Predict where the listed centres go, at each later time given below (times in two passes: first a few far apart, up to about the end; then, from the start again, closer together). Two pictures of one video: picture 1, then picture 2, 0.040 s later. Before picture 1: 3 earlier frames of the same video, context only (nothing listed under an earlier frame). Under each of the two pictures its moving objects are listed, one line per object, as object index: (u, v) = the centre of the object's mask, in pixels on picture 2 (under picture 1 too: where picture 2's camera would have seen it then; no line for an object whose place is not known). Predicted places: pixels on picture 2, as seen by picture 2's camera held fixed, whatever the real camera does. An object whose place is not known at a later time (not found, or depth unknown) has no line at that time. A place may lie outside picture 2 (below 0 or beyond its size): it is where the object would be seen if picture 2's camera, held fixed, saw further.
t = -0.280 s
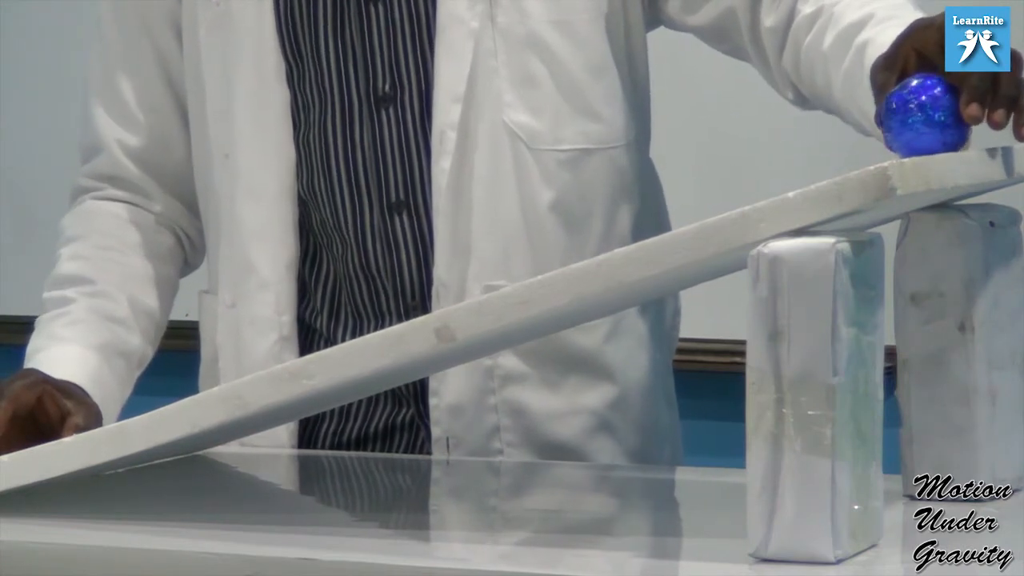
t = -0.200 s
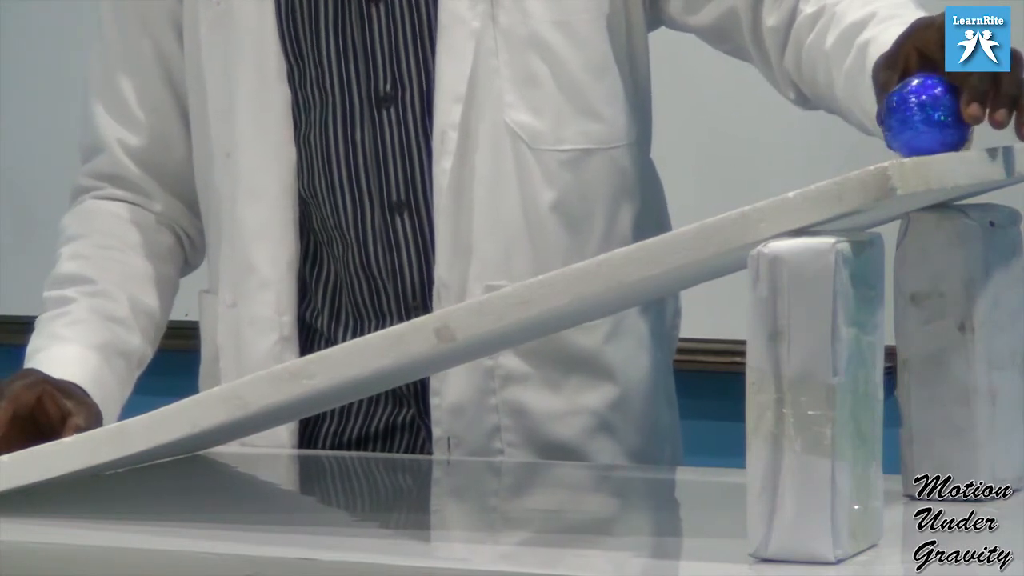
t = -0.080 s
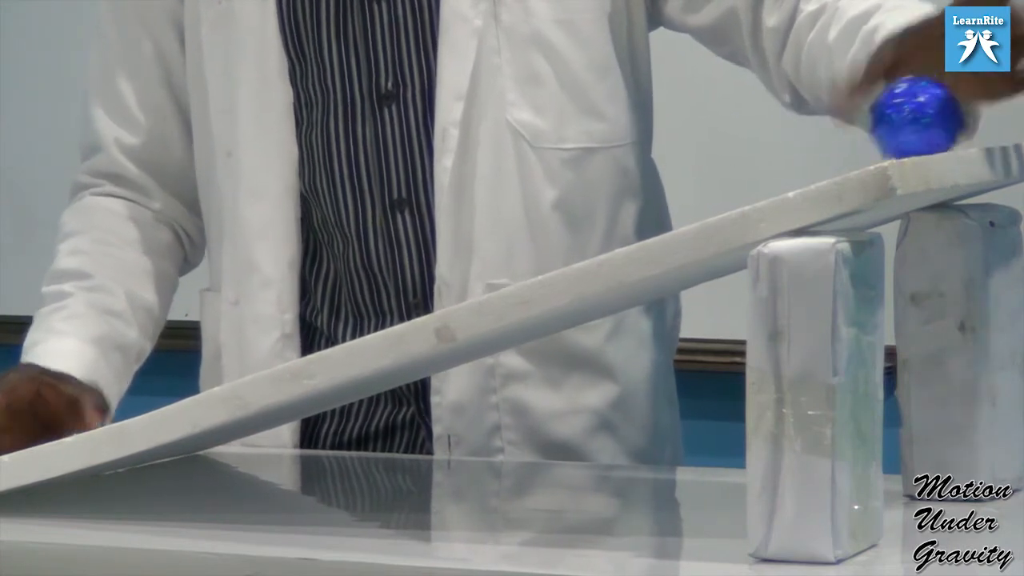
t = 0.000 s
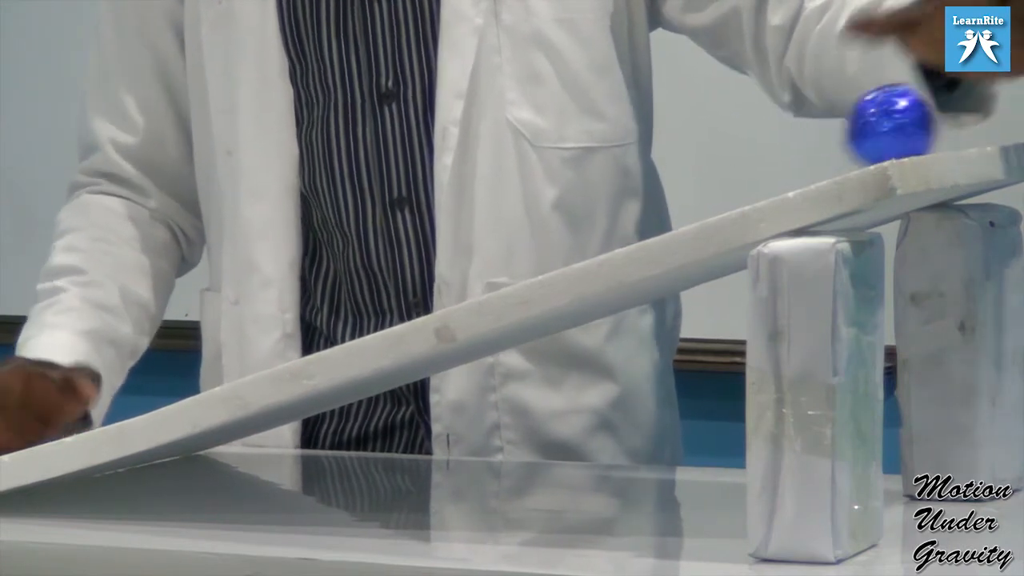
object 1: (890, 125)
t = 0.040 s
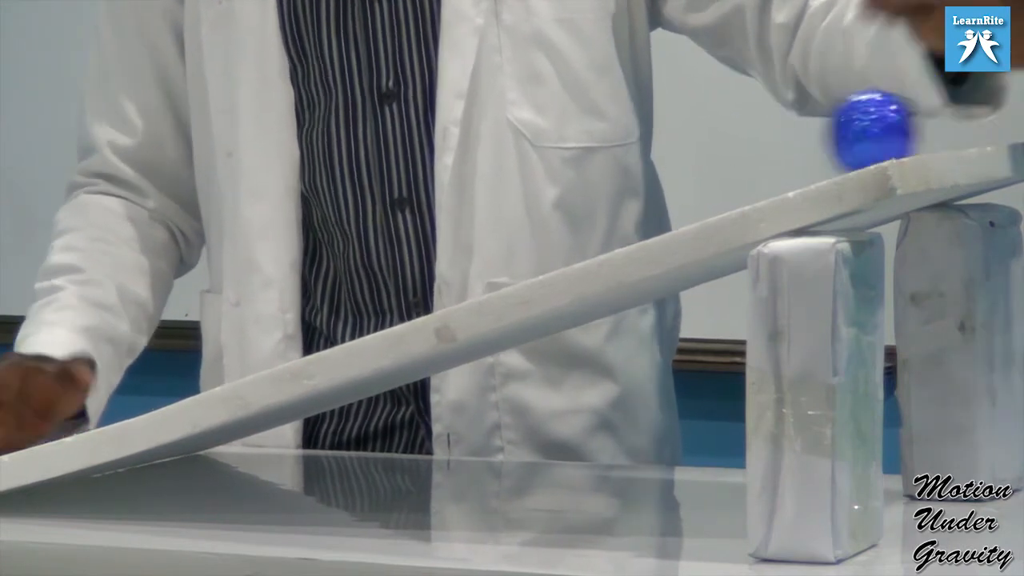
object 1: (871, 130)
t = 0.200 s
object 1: (757, 165)
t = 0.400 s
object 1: (539, 242)
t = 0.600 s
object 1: (240, 343)
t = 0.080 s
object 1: (849, 136)
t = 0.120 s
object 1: (821, 144)
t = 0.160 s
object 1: (790, 156)
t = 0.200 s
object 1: (757, 165)
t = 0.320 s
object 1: (637, 207)
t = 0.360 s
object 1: (591, 223)
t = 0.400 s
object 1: (539, 242)
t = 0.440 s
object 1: (484, 260)
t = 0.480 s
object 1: (425, 281)
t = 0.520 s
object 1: (369, 300)
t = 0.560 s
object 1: (311, 319)
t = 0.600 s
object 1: (240, 343)
